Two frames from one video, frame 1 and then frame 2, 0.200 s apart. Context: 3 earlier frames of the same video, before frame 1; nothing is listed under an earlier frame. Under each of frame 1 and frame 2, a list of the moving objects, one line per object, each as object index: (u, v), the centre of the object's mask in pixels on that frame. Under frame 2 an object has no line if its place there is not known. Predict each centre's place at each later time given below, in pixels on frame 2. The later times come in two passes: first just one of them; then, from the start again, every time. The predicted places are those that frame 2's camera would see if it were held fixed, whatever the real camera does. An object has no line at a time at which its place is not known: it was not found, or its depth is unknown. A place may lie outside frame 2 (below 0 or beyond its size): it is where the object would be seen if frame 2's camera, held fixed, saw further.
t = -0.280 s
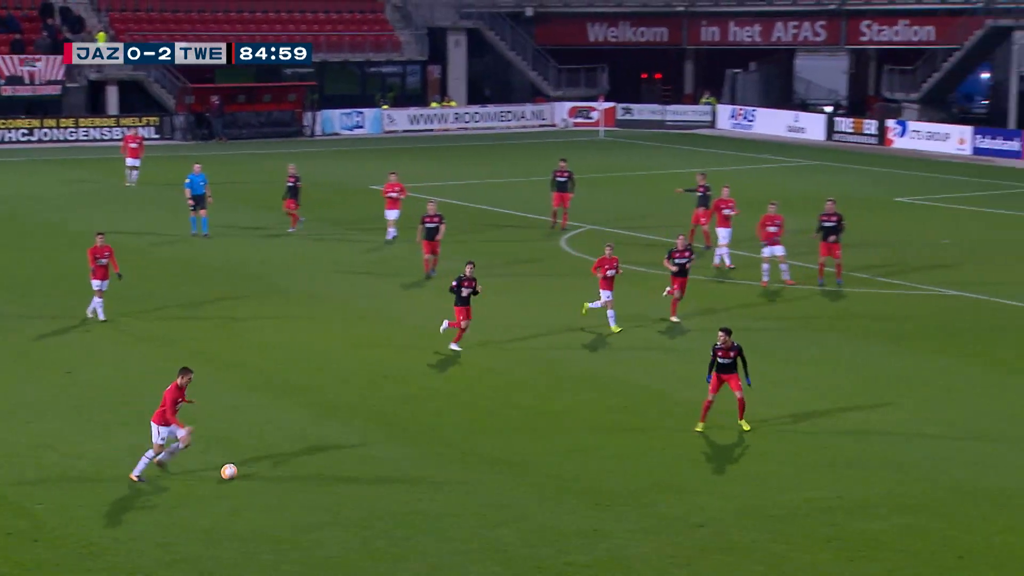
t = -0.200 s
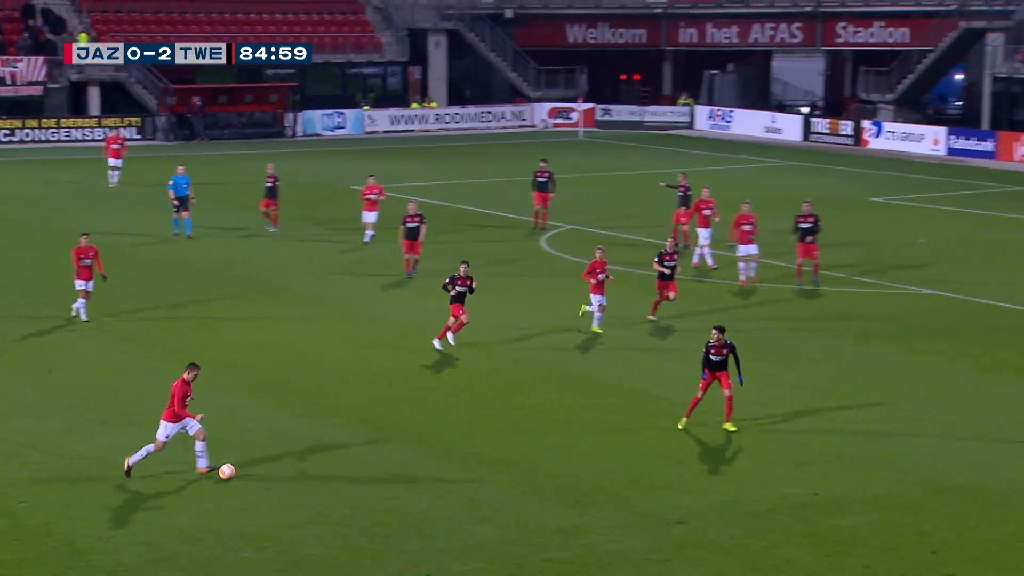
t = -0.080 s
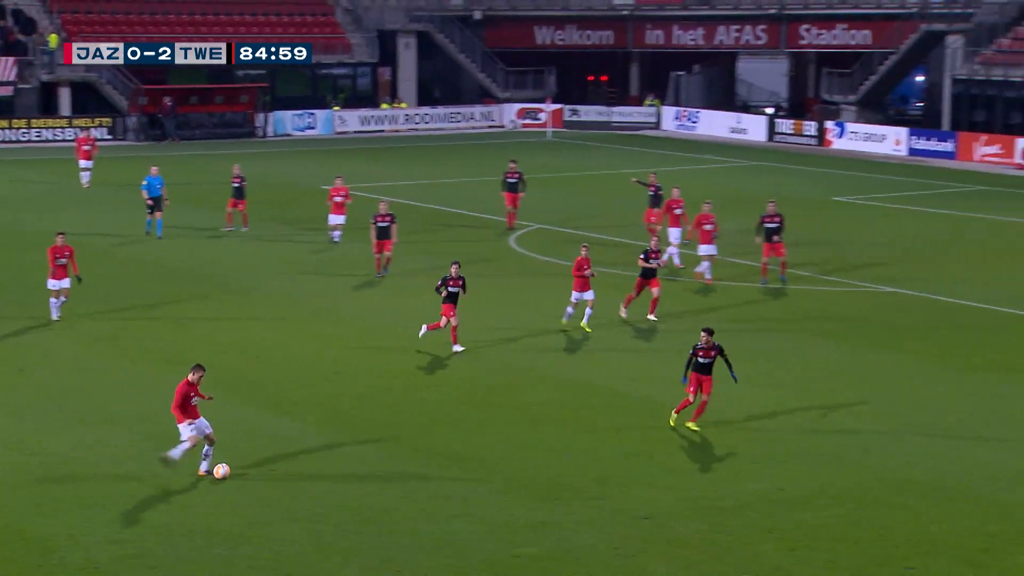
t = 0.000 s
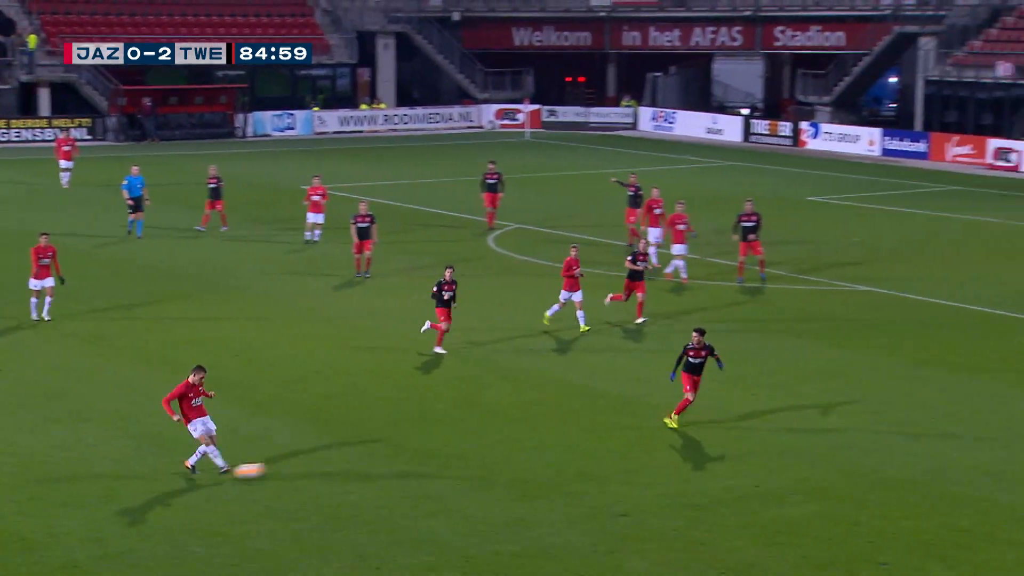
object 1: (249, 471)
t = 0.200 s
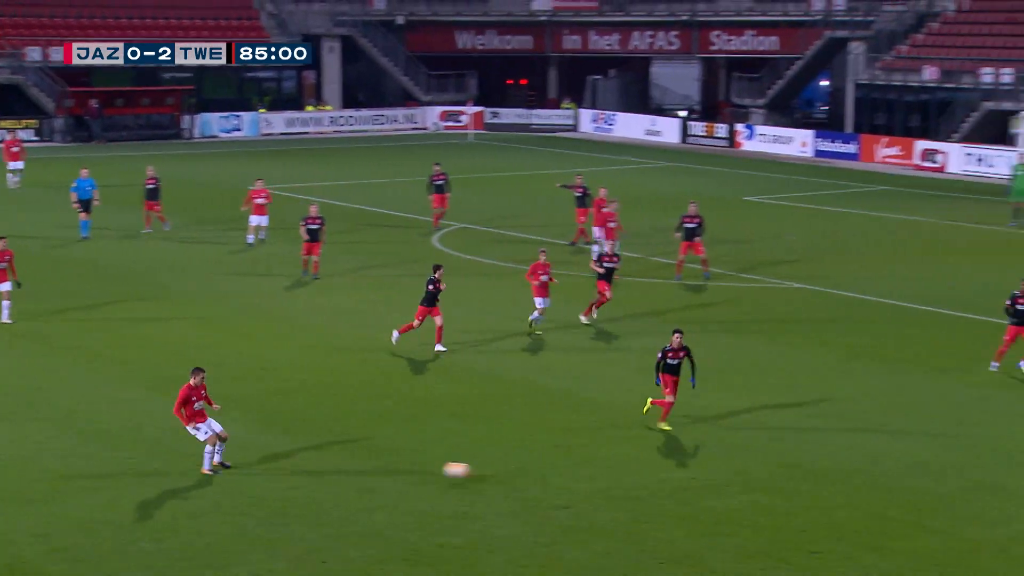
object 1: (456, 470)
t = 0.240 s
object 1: (505, 476)
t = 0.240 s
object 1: (505, 476)
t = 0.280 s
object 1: (552, 477)
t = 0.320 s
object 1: (598, 476)
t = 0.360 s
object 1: (643, 477)
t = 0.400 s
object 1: (688, 478)
